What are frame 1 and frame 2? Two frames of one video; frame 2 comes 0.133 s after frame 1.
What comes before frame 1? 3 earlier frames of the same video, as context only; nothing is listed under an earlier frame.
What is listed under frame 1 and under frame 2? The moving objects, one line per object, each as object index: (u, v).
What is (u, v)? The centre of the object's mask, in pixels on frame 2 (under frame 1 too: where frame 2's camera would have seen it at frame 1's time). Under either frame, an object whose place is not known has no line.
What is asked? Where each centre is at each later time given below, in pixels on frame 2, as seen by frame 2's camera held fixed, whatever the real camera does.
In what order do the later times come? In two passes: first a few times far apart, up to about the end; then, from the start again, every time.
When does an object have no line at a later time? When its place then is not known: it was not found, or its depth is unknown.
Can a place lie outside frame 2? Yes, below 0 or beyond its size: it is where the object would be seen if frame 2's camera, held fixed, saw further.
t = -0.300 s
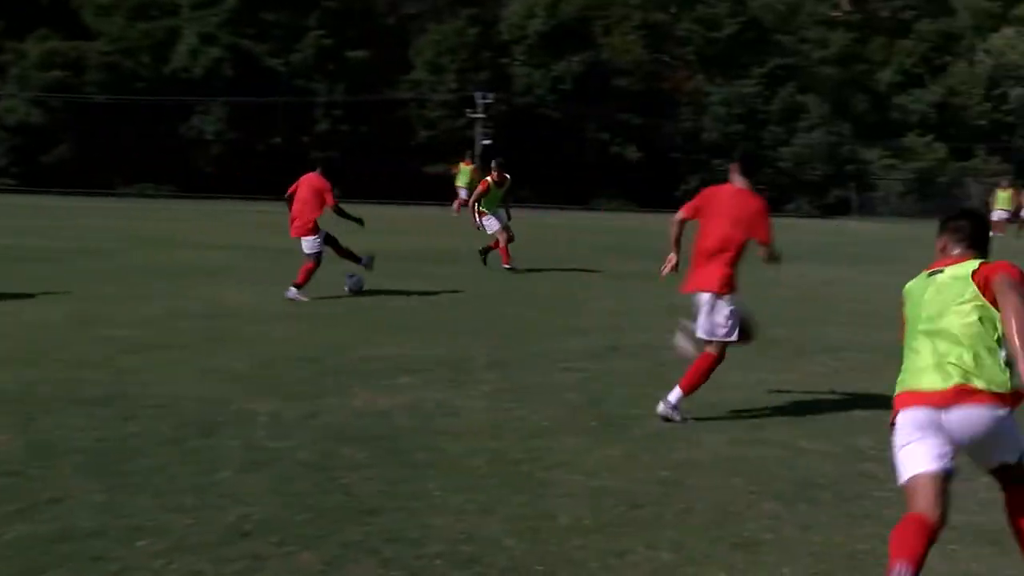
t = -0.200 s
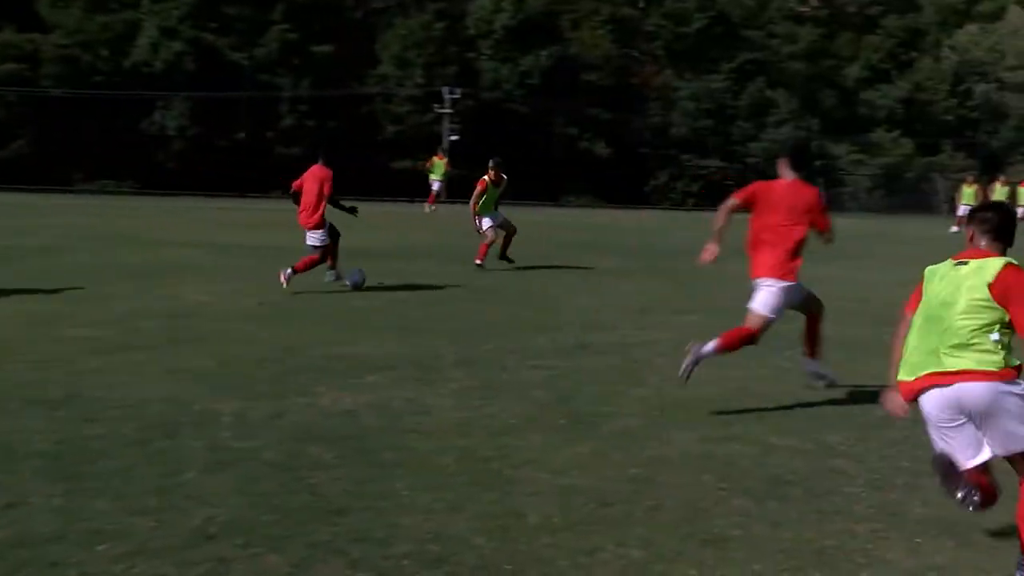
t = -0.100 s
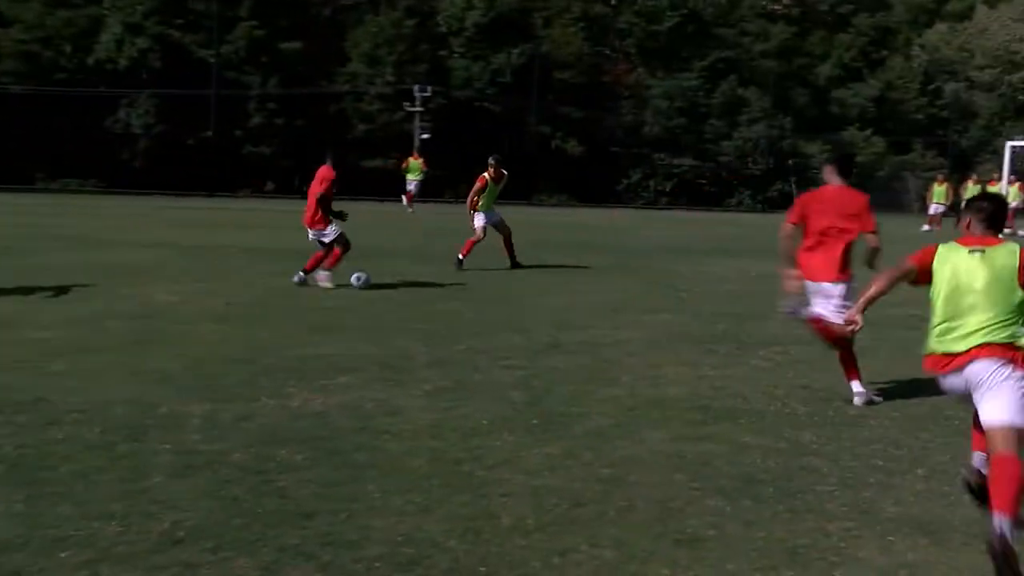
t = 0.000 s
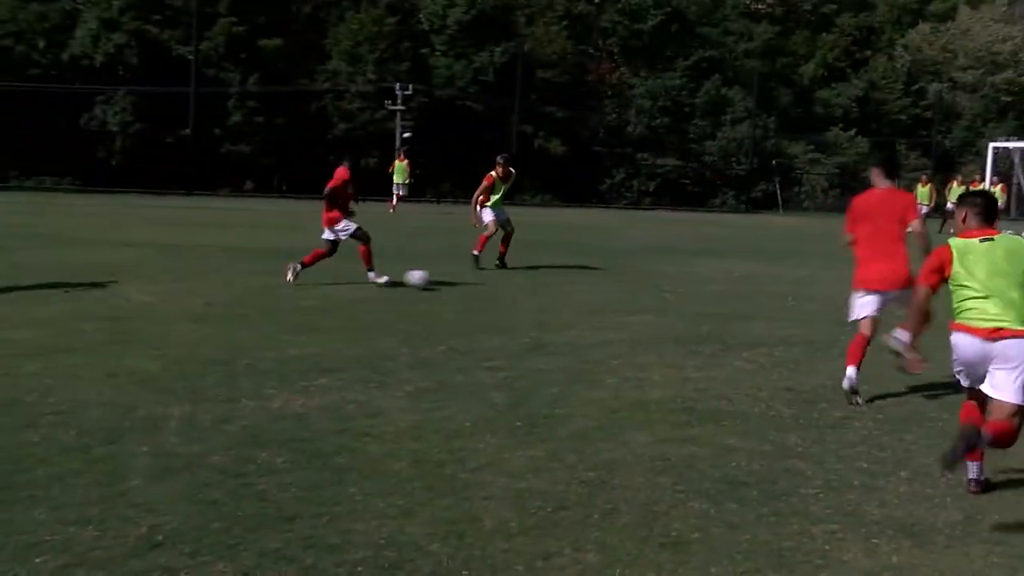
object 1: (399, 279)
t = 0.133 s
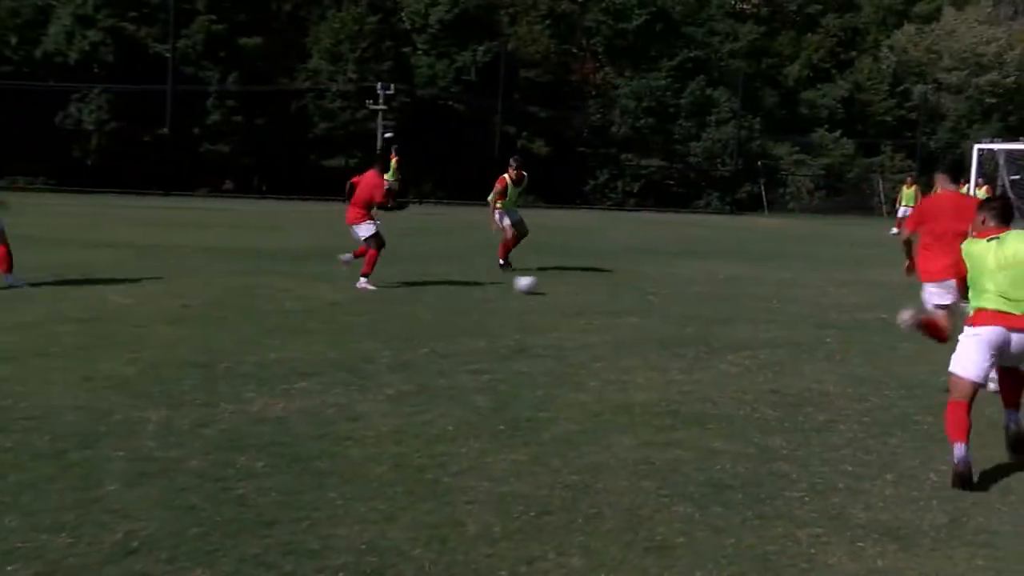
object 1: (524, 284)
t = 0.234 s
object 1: (609, 286)
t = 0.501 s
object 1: (793, 290)
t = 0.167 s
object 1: (553, 284)
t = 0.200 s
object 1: (582, 284)
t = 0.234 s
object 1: (609, 286)
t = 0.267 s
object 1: (634, 286)
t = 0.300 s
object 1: (658, 286)
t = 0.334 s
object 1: (683, 288)
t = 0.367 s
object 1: (707, 288)
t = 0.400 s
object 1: (729, 288)
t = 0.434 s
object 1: (751, 288)
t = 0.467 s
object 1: (773, 289)
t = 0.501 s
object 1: (793, 290)
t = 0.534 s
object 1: (812, 290)
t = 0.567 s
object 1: (831, 290)
